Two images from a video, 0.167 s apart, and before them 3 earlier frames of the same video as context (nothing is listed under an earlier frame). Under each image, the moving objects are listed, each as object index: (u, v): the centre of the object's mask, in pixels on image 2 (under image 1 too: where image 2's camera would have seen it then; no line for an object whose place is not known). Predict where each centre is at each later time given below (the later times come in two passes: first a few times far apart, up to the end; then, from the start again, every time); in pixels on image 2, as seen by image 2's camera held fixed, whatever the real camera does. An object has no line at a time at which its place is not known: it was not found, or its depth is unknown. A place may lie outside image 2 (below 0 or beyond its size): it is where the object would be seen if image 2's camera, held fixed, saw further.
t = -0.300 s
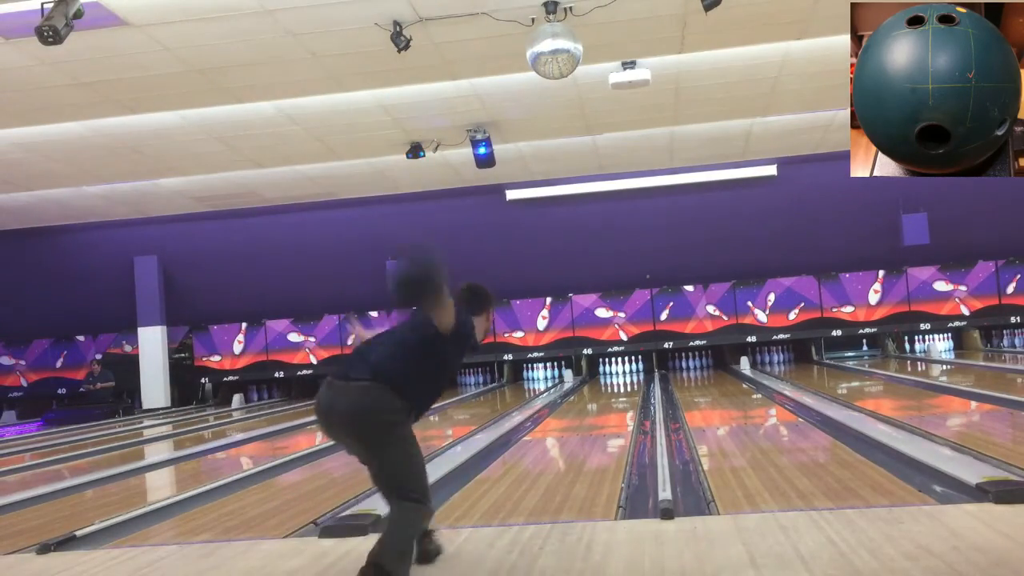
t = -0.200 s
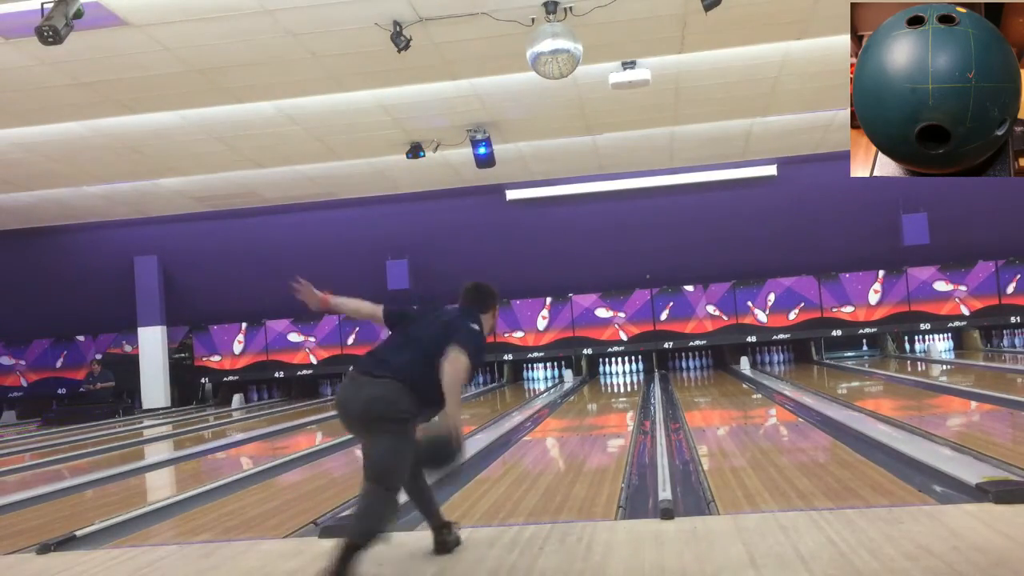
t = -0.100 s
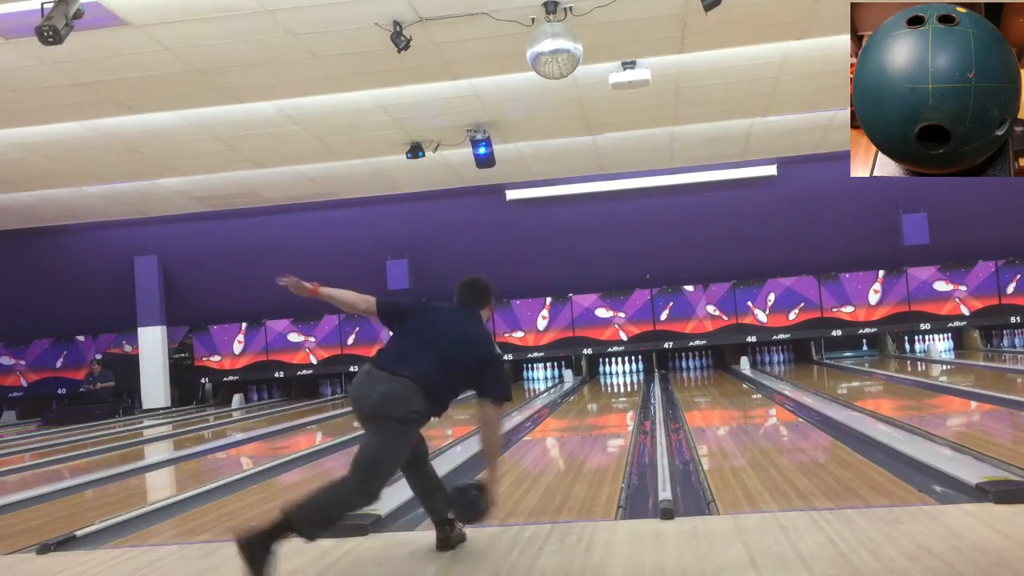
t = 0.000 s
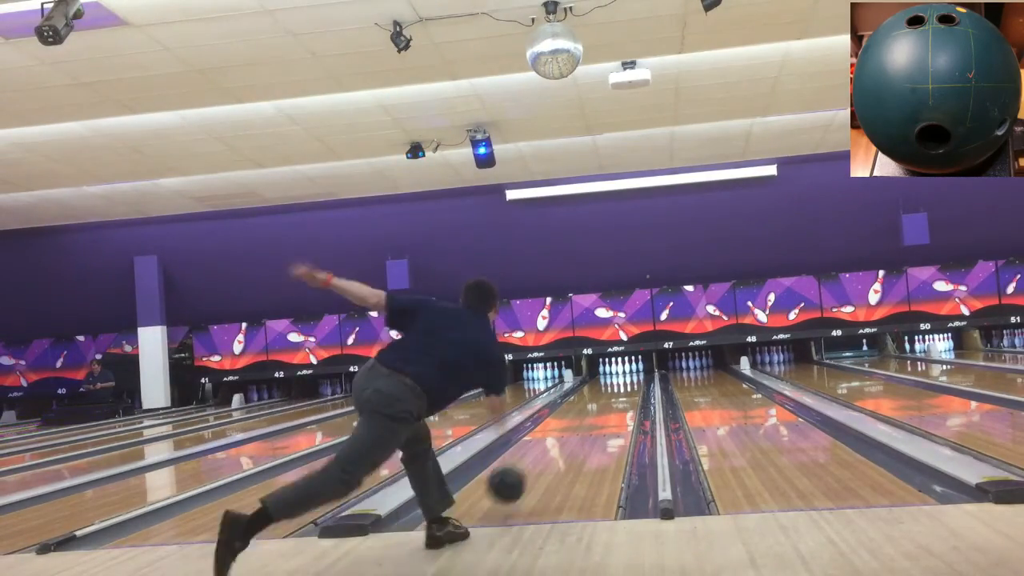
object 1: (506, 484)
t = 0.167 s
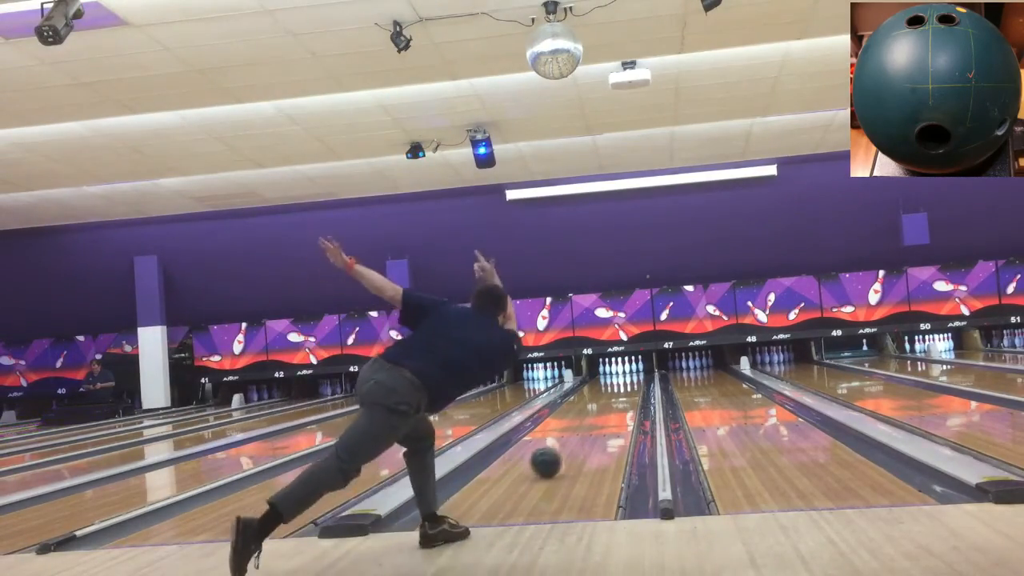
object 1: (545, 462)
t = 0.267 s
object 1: (563, 448)
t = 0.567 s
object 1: (596, 419)
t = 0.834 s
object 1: (613, 403)
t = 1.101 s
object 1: (625, 391)
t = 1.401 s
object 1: (632, 382)
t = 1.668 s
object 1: (635, 377)
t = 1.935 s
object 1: (630, 372)
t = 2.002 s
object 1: (628, 372)
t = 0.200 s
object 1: (552, 457)
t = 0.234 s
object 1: (557, 452)
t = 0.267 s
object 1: (563, 448)
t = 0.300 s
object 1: (567, 444)
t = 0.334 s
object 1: (572, 440)
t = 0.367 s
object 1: (576, 436)
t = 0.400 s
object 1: (580, 433)
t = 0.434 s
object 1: (584, 430)
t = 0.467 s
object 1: (587, 427)
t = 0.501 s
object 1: (590, 424)
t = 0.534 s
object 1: (593, 421)
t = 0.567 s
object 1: (596, 419)
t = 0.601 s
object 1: (598, 417)
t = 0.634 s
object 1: (601, 415)
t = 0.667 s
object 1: (604, 413)
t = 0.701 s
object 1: (605, 411)
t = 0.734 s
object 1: (607, 408)
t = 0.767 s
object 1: (610, 407)
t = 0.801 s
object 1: (612, 405)
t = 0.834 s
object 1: (613, 403)
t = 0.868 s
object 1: (615, 401)
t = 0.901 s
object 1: (616, 400)
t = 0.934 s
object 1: (618, 399)
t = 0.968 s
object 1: (620, 397)
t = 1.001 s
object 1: (621, 396)
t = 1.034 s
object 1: (622, 394)
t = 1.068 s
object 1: (623, 393)
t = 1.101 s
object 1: (625, 391)
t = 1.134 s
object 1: (626, 390)
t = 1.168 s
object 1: (626, 390)
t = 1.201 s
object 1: (628, 388)
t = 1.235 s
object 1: (628, 388)
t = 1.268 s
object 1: (629, 387)
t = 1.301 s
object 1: (630, 386)
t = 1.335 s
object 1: (630, 384)
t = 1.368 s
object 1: (632, 383)
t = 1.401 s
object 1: (632, 382)
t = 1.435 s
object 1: (632, 382)
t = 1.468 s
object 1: (632, 381)
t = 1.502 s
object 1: (633, 380)
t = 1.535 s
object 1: (634, 380)
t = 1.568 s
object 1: (634, 379)
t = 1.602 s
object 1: (635, 379)
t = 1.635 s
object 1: (635, 378)
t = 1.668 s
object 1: (635, 377)
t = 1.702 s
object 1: (635, 376)
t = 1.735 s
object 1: (635, 376)
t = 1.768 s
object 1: (634, 375)
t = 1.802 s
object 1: (633, 374)
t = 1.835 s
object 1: (632, 374)
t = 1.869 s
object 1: (632, 373)
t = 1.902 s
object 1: (631, 373)
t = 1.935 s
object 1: (630, 372)
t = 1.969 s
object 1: (629, 372)
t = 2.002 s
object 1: (628, 372)
